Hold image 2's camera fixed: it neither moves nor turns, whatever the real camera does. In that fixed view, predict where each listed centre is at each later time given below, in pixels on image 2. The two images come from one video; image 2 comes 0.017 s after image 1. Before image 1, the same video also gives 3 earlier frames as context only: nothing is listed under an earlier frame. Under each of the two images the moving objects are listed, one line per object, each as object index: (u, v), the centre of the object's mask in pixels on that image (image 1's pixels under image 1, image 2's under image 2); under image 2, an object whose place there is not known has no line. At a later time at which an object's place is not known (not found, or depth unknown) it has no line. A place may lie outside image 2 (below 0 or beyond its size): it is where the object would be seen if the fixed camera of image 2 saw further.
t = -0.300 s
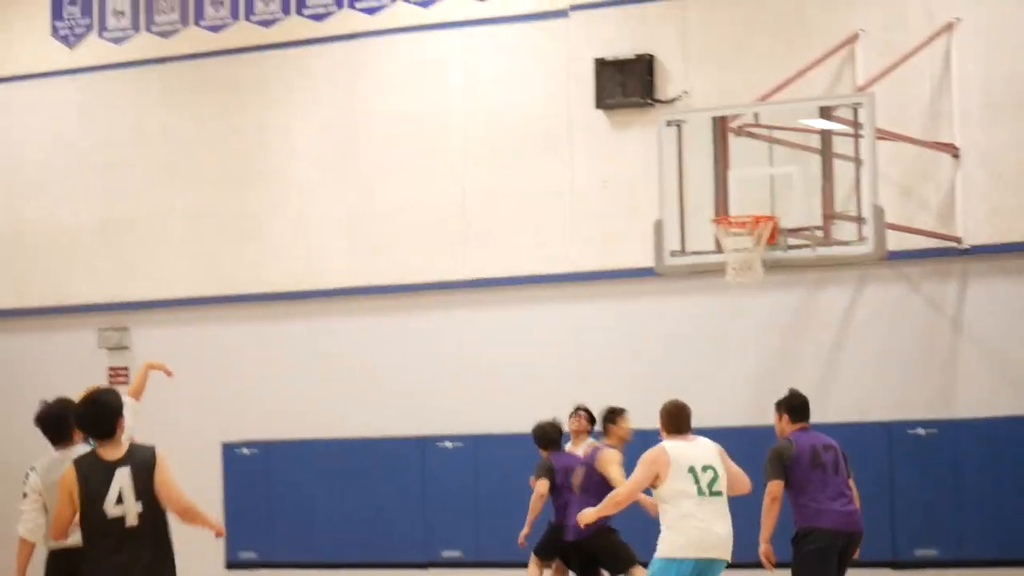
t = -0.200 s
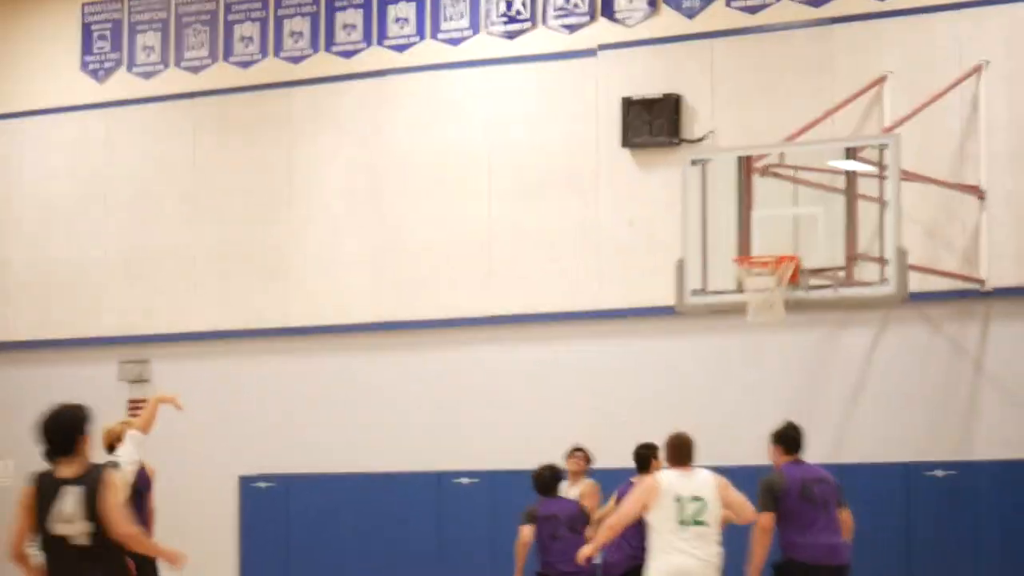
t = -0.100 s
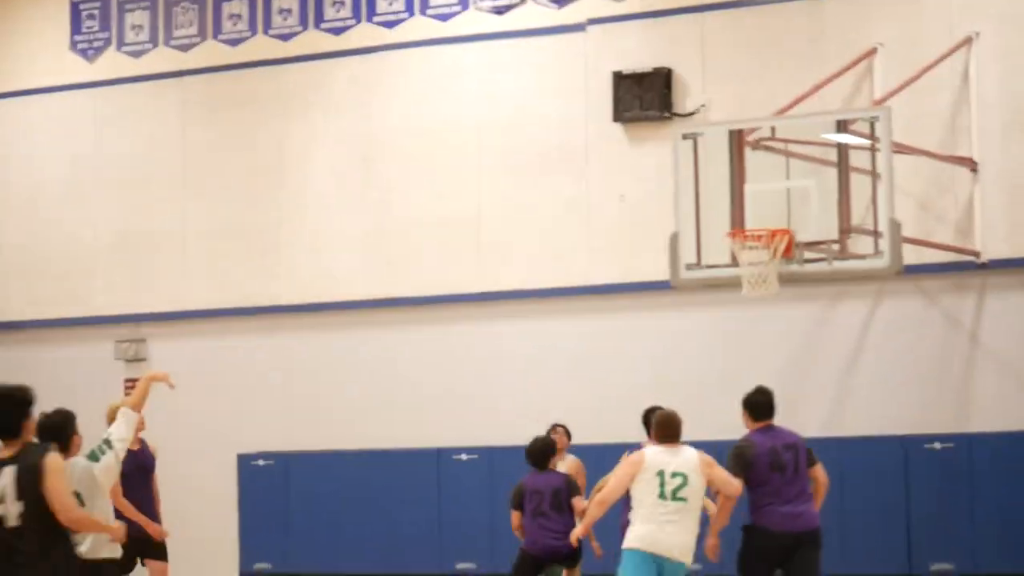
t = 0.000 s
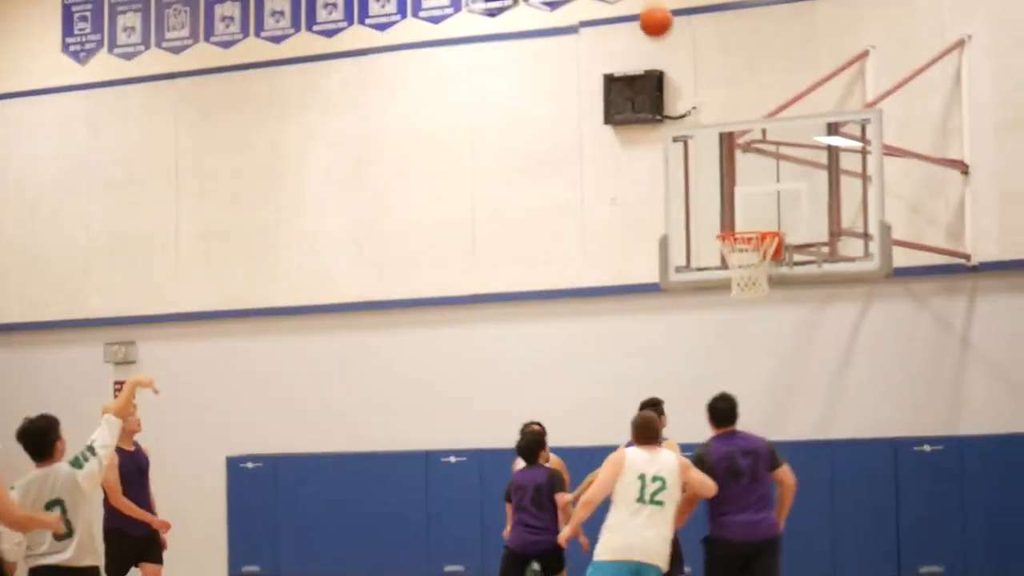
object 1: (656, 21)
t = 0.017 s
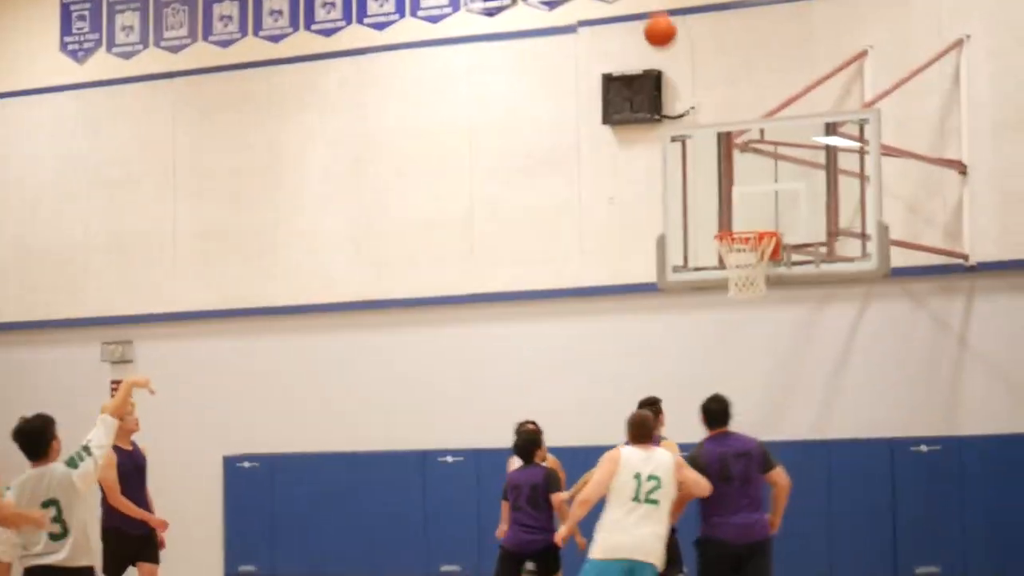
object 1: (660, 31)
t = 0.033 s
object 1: (667, 41)
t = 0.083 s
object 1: (684, 75)
